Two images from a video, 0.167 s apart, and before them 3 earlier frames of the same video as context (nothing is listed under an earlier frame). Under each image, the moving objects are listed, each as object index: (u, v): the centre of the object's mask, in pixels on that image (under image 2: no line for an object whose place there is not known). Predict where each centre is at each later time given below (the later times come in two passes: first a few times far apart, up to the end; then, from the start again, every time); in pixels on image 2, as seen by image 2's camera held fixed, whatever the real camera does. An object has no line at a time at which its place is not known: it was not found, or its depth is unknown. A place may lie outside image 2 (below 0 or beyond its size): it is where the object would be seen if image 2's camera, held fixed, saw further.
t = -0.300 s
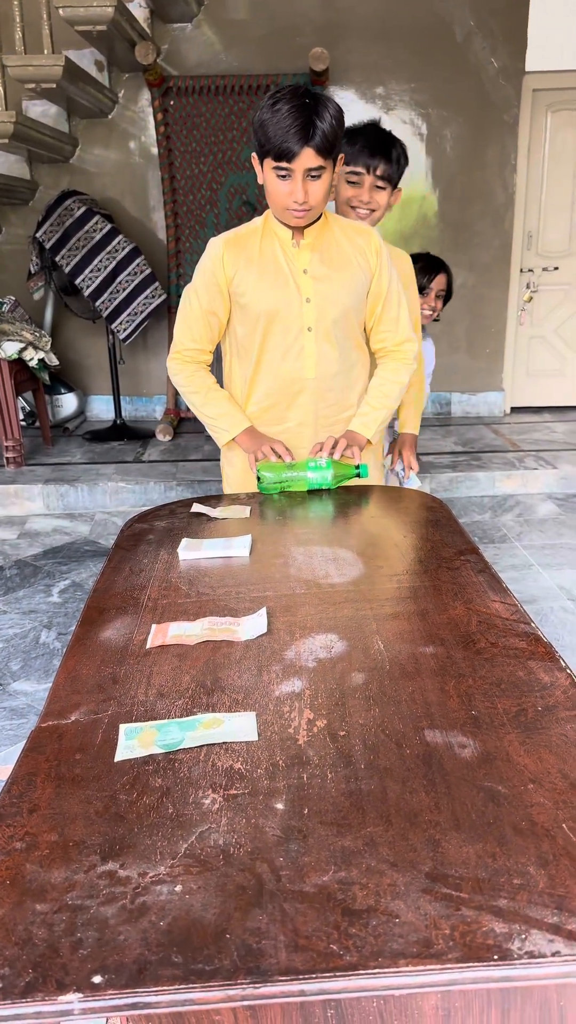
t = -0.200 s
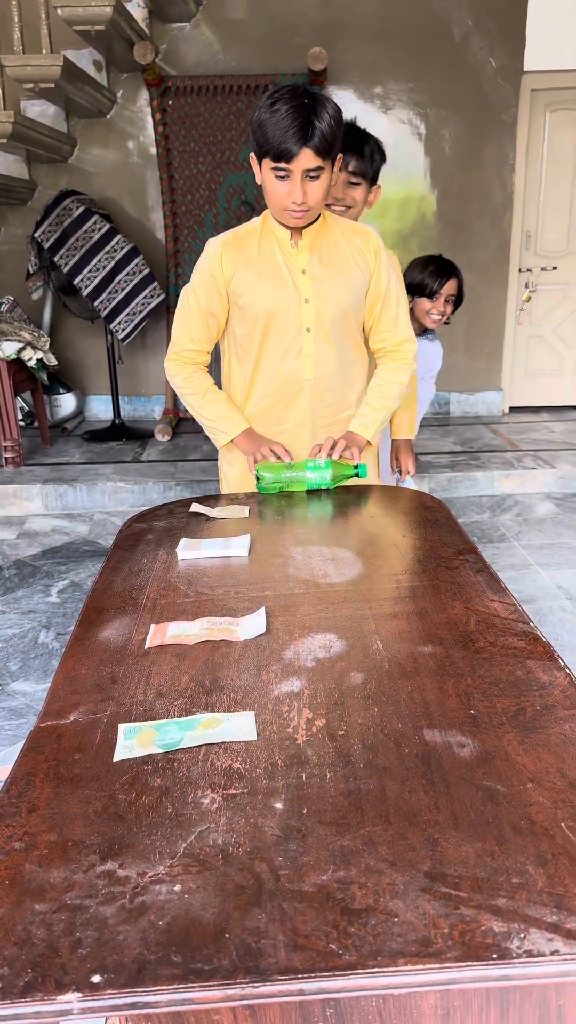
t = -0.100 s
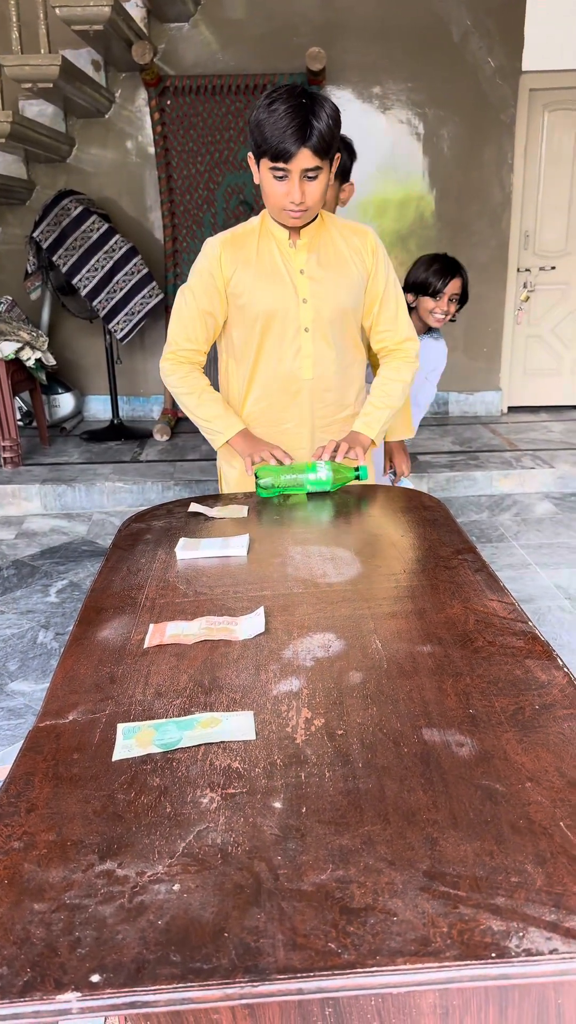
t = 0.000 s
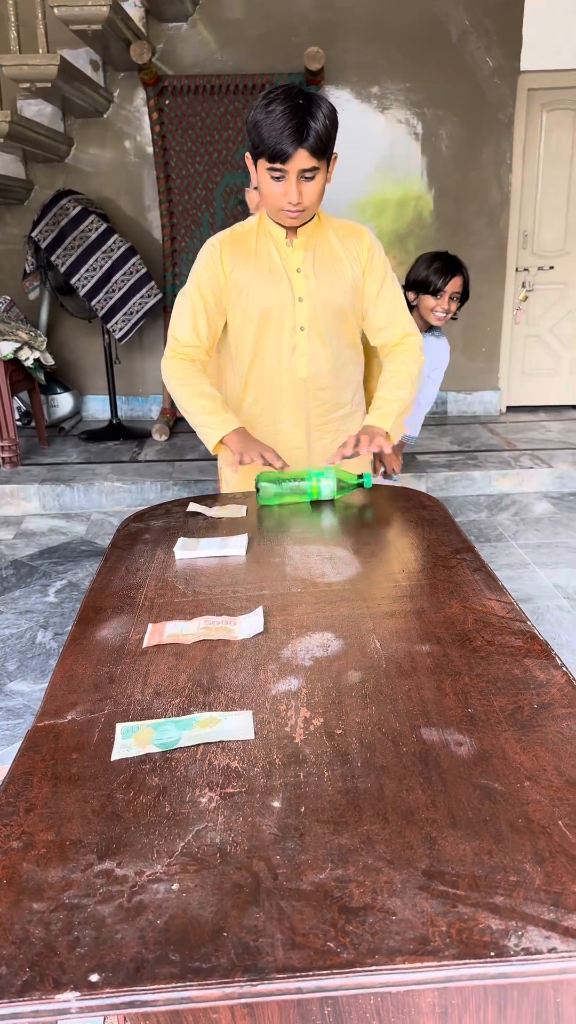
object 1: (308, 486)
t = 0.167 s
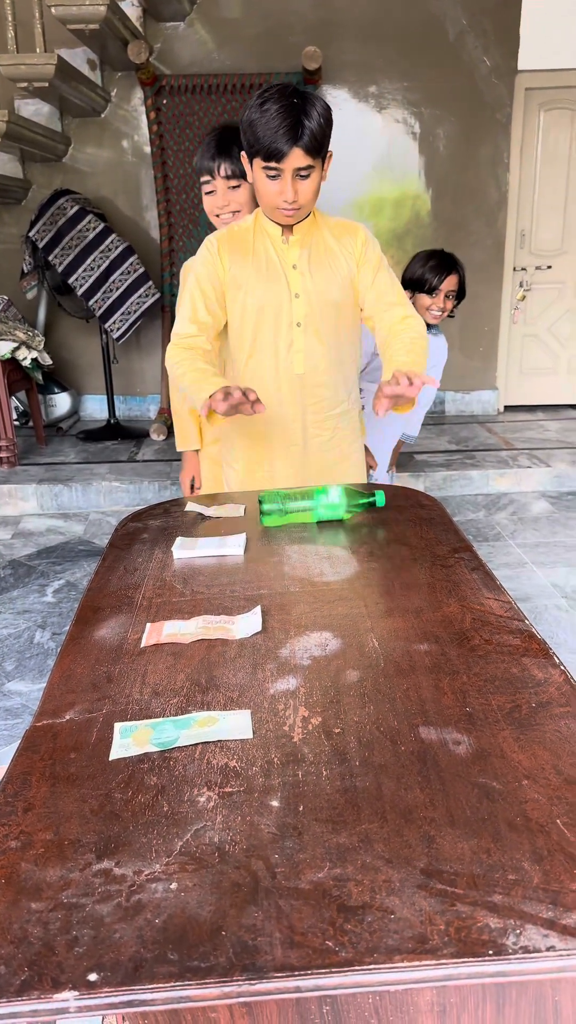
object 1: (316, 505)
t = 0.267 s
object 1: (323, 519)
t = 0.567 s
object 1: (346, 566)
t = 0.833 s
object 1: (378, 619)
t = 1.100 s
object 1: (421, 683)
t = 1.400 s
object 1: (474, 765)
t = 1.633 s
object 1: (505, 835)
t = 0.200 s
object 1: (318, 509)
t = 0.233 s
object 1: (321, 514)
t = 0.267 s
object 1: (323, 519)
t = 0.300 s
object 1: (325, 523)
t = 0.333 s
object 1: (328, 528)
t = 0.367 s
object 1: (329, 532)
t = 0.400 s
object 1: (332, 537)
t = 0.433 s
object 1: (335, 543)
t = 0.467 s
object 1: (338, 549)
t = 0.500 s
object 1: (340, 555)
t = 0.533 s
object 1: (343, 560)
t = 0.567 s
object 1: (346, 566)
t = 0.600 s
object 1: (349, 571)
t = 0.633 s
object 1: (354, 578)
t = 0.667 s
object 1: (357, 585)
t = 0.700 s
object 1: (361, 591)
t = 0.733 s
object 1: (365, 598)
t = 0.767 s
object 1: (370, 604)
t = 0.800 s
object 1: (373, 612)
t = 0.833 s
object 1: (378, 619)
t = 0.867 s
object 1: (382, 627)
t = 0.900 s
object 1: (388, 635)
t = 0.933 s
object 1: (394, 643)
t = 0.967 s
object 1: (400, 651)
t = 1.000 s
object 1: (405, 659)
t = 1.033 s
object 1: (410, 667)
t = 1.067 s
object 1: (416, 675)
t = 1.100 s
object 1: (421, 683)
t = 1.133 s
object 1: (428, 692)
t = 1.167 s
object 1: (434, 701)
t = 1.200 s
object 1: (440, 710)
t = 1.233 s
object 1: (447, 718)
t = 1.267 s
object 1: (454, 728)
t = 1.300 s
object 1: (460, 737)
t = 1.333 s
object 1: (466, 746)
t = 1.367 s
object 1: (470, 756)
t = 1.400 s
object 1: (474, 765)
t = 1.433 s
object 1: (479, 775)
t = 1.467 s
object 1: (484, 785)
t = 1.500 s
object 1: (489, 794)
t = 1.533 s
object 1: (494, 804)
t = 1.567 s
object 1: (498, 815)
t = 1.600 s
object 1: (502, 824)
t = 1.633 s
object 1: (505, 835)
